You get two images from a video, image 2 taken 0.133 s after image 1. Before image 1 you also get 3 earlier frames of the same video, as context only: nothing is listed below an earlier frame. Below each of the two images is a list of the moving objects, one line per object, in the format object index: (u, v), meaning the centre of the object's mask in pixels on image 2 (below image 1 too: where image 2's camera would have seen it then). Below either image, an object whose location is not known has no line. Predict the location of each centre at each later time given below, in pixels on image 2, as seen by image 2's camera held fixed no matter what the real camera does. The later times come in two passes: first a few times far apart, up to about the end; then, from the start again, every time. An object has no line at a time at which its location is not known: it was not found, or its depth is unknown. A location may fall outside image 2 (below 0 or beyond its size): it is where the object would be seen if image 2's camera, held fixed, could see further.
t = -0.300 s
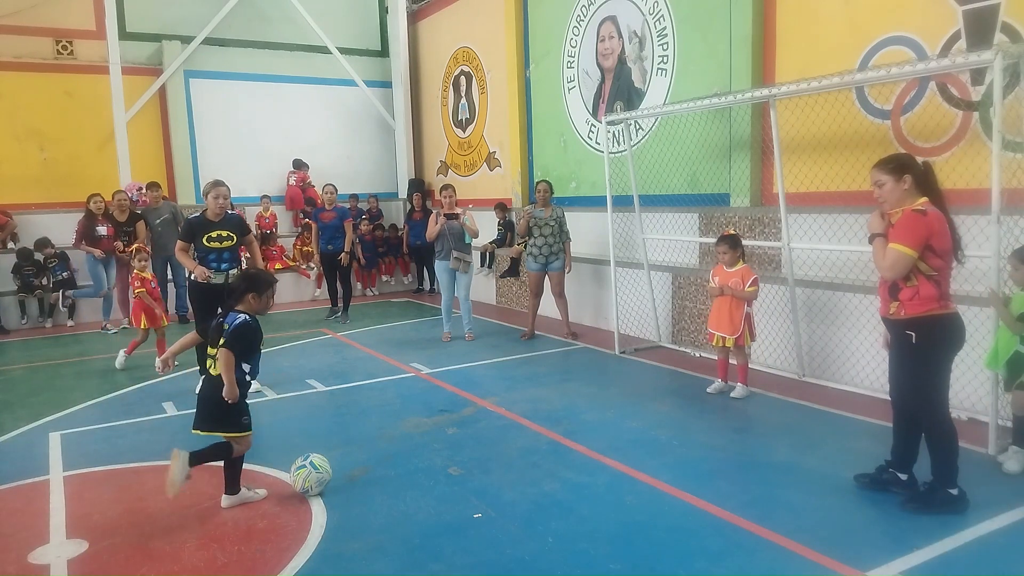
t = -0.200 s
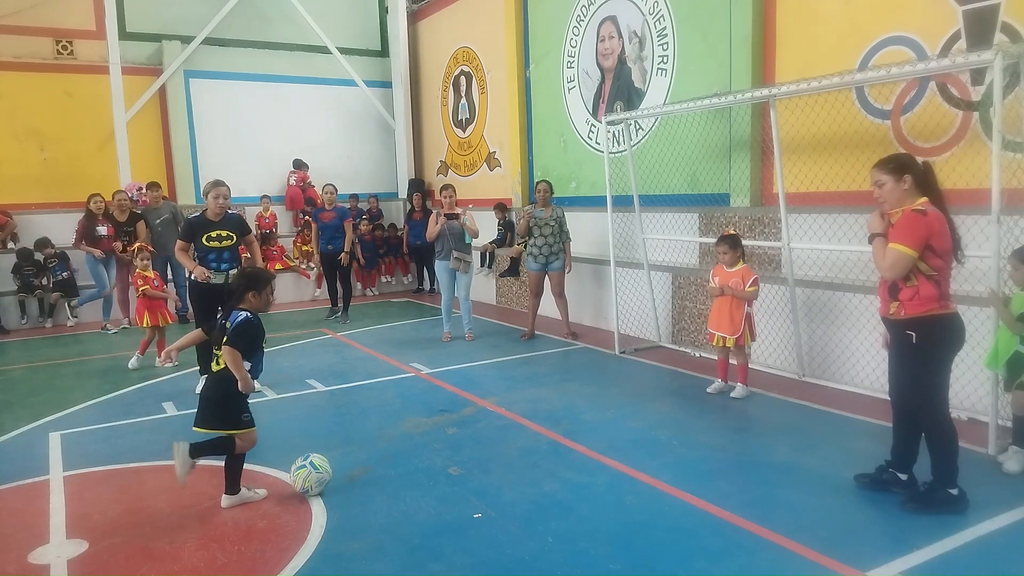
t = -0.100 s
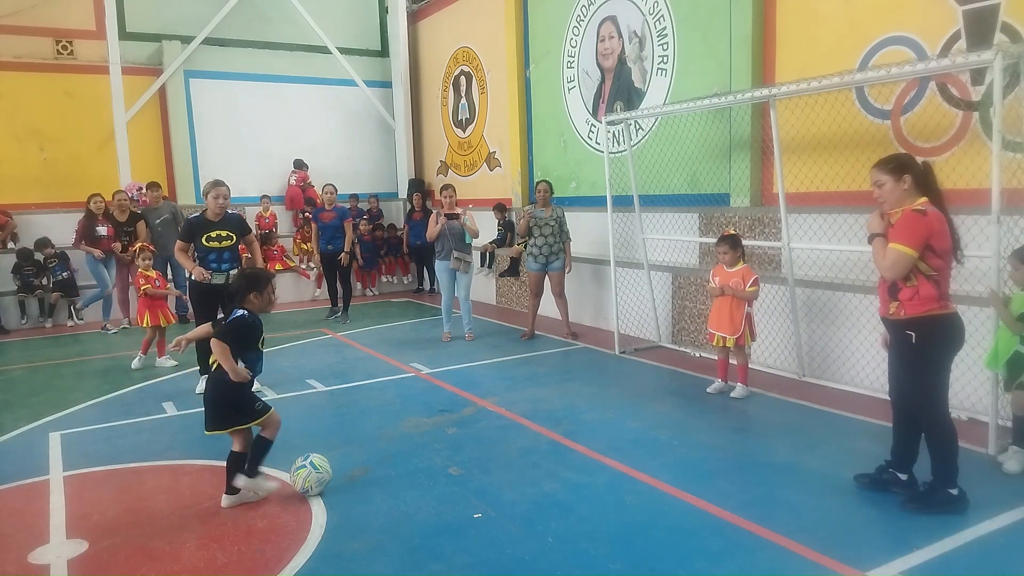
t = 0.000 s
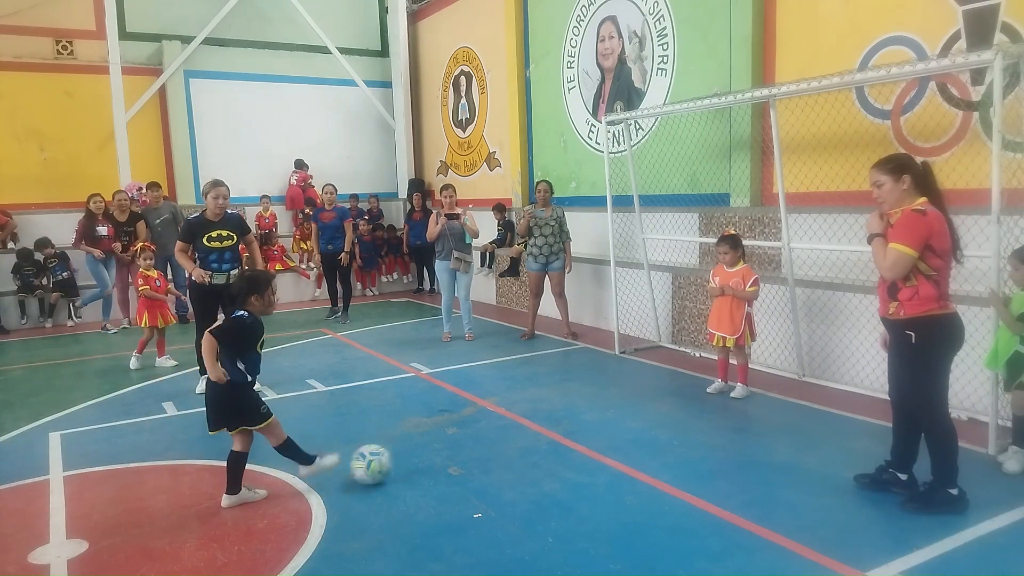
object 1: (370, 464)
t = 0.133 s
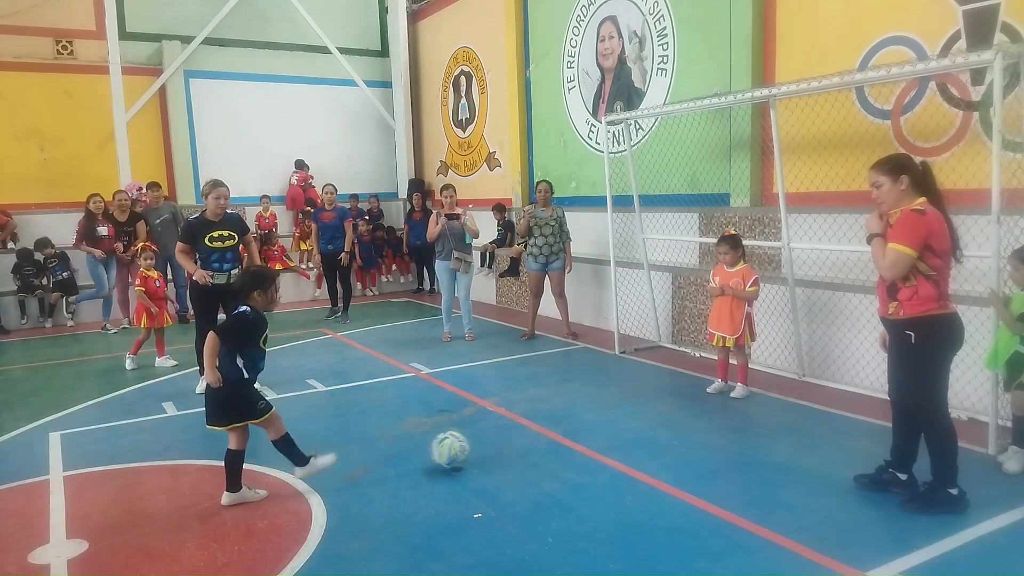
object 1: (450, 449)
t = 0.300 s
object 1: (522, 439)
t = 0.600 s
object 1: (607, 426)
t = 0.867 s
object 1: (670, 416)
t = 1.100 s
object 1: (721, 409)
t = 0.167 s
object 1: (466, 447)
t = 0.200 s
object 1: (482, 445)
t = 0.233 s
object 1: (497, 443)
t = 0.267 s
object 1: (510, 441)
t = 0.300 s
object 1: (522, 439)
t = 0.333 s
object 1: (534, 437)
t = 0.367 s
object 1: (545, 435)
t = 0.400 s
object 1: (555, 434)
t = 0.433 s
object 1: (564, 432)
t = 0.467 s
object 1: (574, 431)
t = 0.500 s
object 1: (582, 430)
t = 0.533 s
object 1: (590, 428)
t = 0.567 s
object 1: (599, 427)
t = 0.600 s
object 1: (607, 426)
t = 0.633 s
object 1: (615, 424)
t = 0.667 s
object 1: (622, 423)
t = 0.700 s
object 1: (631, 422)
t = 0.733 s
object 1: (639, 420)
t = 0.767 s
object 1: (647, 419)
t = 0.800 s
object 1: (655, 418)
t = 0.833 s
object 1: (663, 418)
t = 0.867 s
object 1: (670, 416)
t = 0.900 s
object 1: (678, 415)
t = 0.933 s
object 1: (685, 414)
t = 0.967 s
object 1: (692, 413)
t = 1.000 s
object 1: (700, 412)
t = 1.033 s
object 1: (707, 411)
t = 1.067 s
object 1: (715, 410)
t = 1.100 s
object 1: (721, 409)
